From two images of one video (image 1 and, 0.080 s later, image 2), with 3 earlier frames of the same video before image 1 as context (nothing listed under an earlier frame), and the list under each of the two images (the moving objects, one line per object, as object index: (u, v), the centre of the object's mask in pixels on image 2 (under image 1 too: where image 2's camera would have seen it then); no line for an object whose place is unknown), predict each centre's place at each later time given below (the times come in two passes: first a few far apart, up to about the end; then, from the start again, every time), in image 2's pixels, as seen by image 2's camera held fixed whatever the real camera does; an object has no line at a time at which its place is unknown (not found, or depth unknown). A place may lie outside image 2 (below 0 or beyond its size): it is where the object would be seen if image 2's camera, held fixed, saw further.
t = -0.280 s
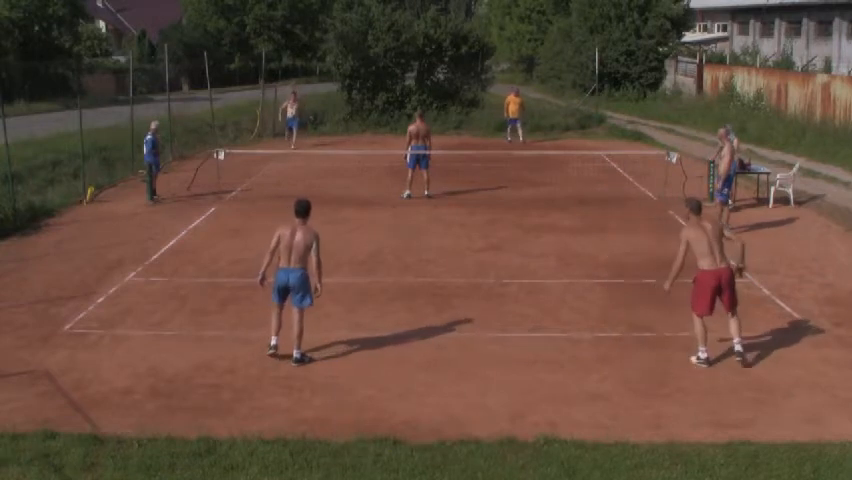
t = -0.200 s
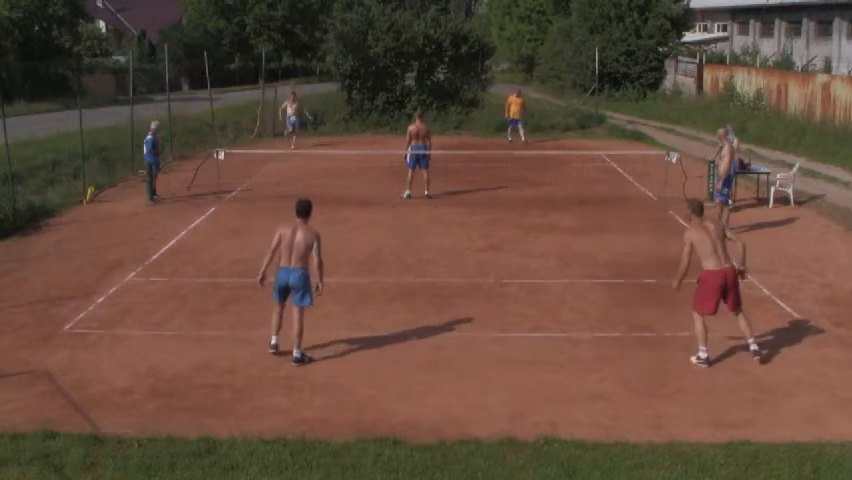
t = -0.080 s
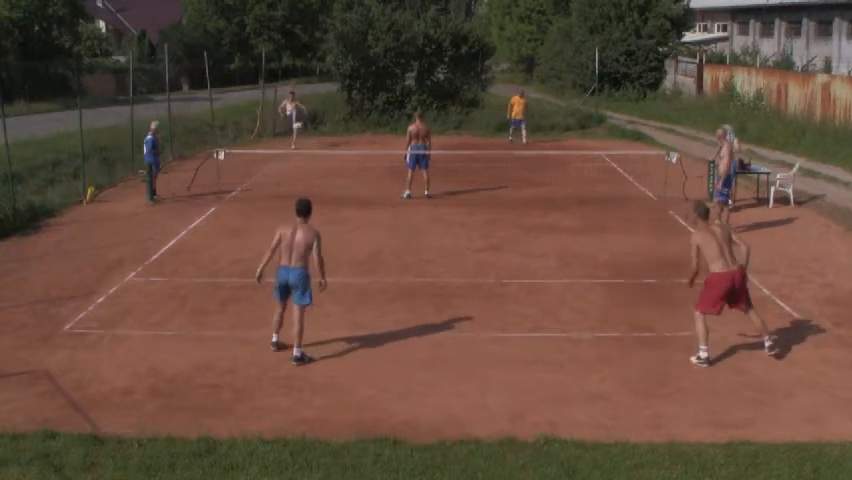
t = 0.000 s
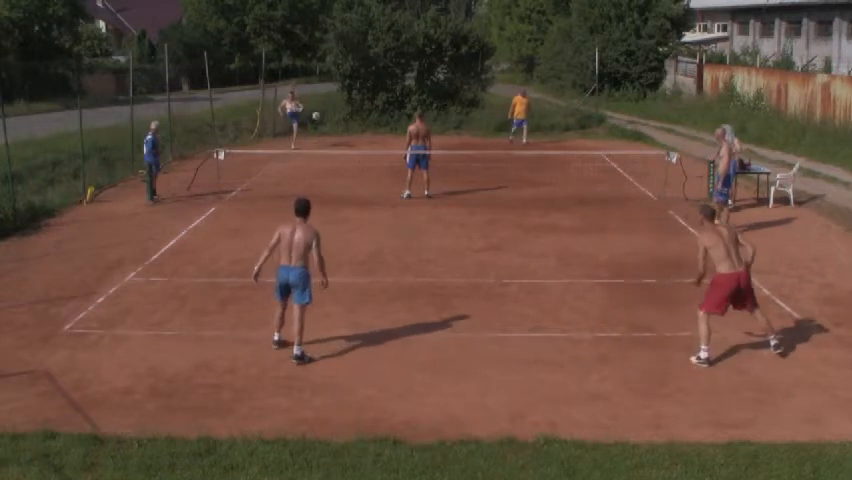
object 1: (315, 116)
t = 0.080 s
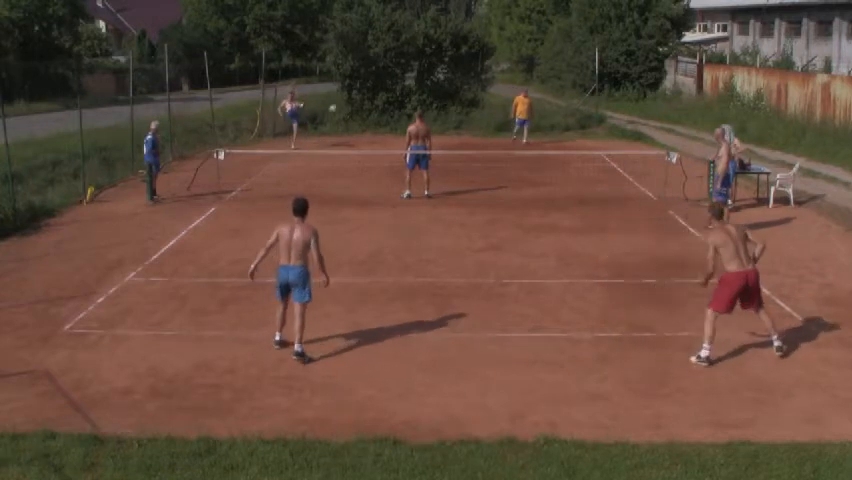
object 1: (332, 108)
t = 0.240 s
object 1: (371, 103)
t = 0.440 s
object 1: (427, 118)
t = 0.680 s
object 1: (494, 155)
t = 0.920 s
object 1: (549, 196)
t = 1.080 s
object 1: (590, 229)
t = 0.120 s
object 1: (342, 106)
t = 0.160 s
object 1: (352, 104)
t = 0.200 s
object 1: (361, 103)
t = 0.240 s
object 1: (371, 103)
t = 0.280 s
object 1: (382, 104)
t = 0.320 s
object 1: (393, 106)
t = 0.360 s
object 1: (404, 108)
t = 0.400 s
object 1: (417, 112)
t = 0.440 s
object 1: (427, 118)
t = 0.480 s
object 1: (440, 124)
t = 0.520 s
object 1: (452, 131)
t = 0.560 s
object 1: (464, 140)
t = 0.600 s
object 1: (478, 149)
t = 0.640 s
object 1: (486, 151)
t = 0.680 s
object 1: (494, 155)
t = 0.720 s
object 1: (504, 158)
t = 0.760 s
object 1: (512, 164)
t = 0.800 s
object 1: (522, 170)
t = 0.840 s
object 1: (531, 178)
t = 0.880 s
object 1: (541, 186)
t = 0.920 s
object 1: (549, 196)
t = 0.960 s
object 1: (559, 207)
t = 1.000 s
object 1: (569, 219)
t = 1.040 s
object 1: (580, 232)
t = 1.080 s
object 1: (590, 229)
